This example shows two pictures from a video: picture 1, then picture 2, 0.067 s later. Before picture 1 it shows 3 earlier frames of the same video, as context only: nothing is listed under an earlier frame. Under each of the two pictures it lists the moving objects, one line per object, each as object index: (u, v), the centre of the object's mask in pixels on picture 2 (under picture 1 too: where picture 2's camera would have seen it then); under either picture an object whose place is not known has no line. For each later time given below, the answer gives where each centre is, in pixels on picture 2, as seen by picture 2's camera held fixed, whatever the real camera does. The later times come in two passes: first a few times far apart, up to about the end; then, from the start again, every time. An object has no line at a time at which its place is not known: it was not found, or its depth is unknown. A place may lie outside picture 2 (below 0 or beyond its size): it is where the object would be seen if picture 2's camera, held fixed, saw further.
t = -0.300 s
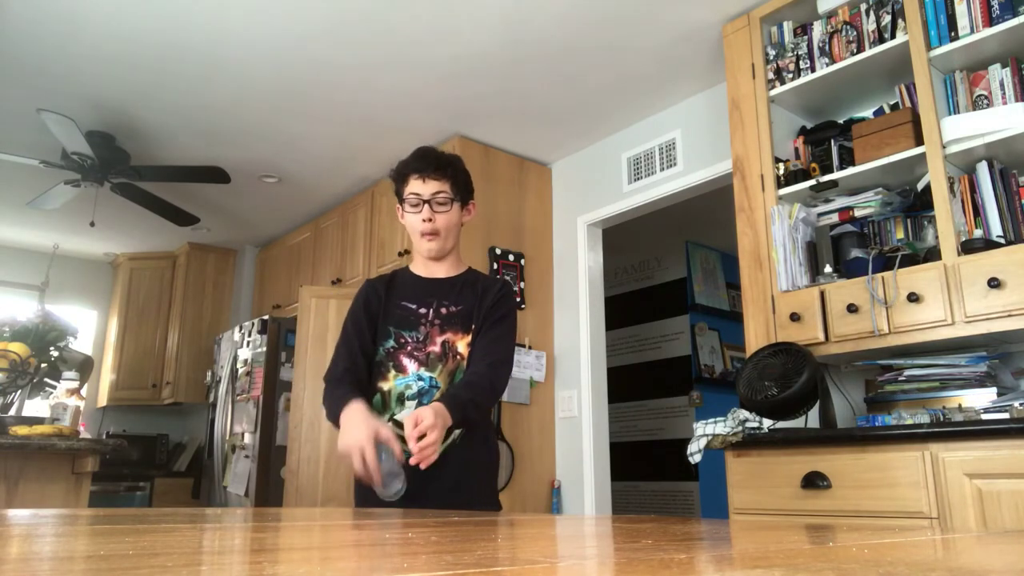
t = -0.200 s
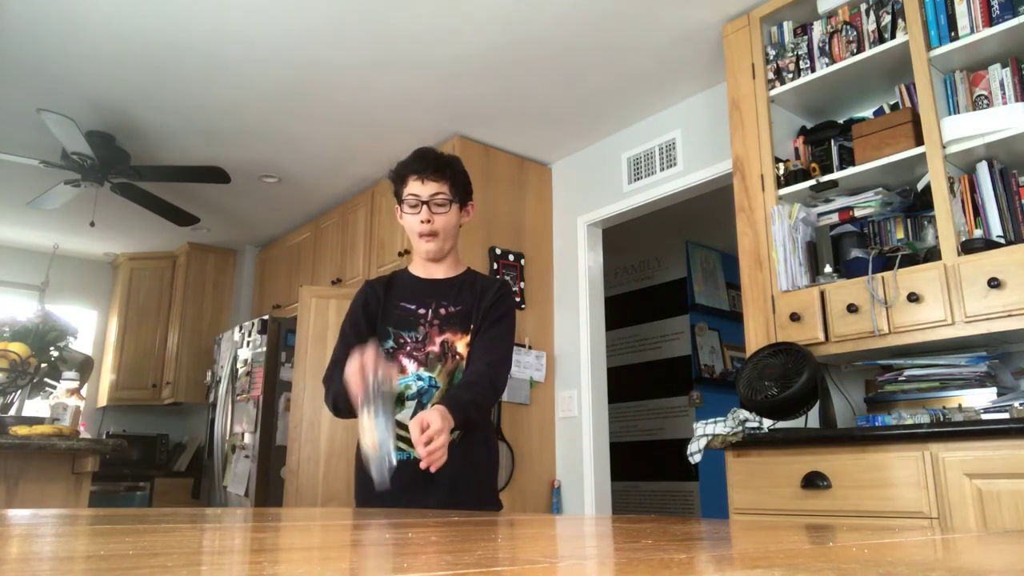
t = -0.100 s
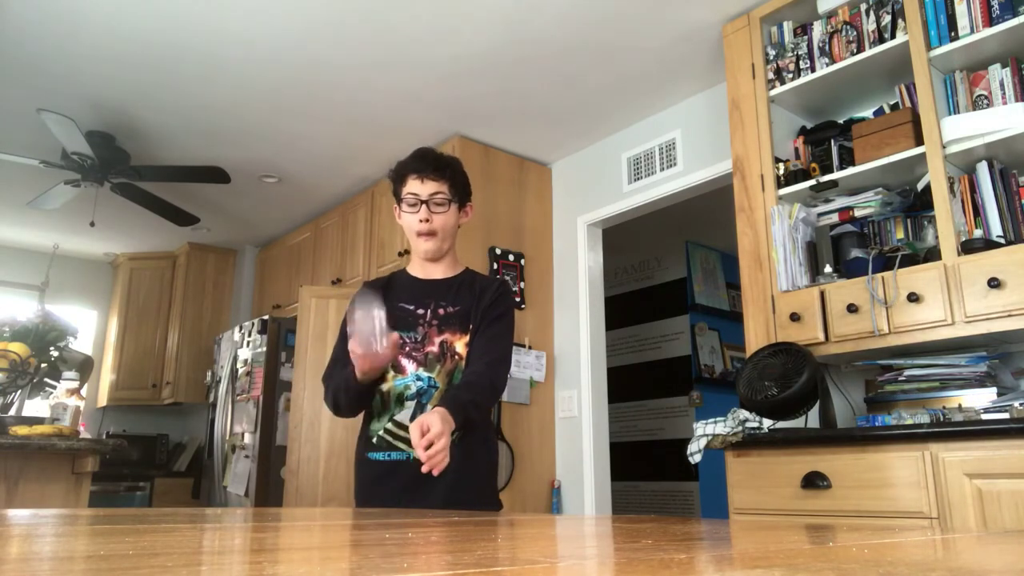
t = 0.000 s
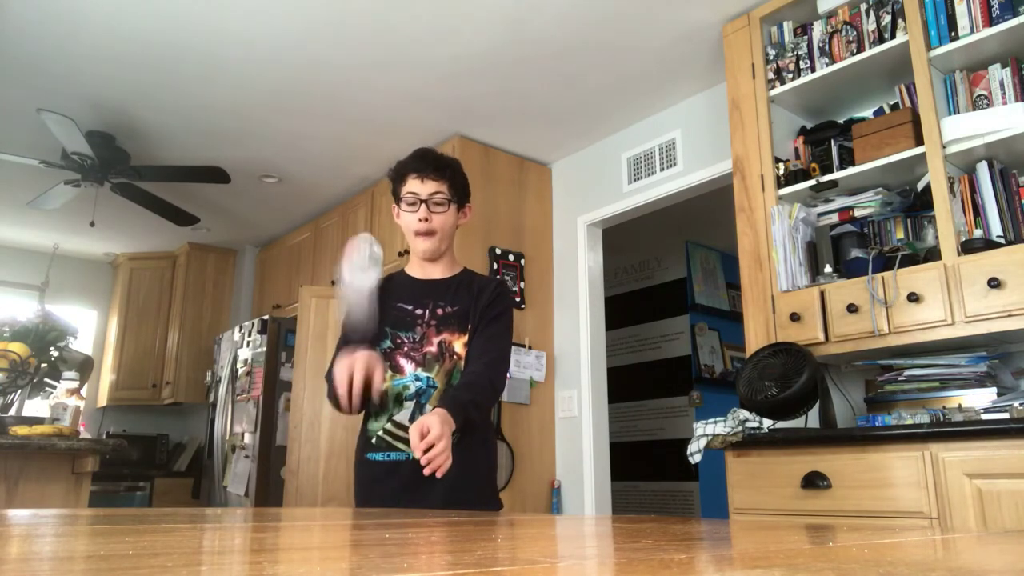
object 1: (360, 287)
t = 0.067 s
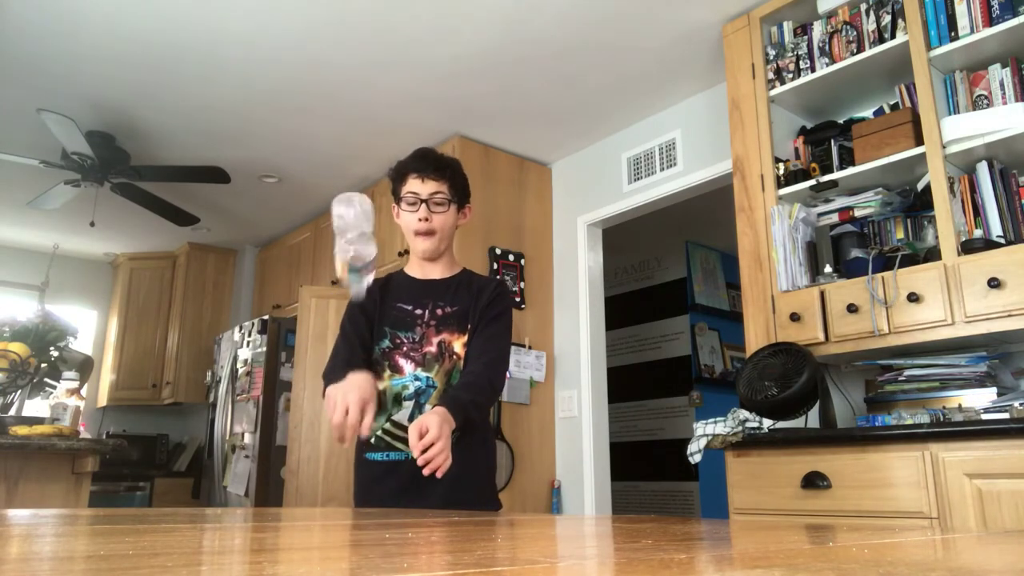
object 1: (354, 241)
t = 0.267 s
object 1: (325, 412)
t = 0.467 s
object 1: (323, 436)
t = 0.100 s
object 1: (350, 252)
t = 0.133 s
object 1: (346, 272)
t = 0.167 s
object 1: (342, 295)
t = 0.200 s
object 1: (337, 322)
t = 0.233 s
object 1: (331, 366)
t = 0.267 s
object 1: (325, 412)
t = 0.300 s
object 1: (322, 437)
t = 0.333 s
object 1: (323, 437)
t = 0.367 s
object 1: (323, 437)
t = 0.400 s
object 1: (323, 437)
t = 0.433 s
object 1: (323, 437)
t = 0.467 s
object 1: (323, 436)
